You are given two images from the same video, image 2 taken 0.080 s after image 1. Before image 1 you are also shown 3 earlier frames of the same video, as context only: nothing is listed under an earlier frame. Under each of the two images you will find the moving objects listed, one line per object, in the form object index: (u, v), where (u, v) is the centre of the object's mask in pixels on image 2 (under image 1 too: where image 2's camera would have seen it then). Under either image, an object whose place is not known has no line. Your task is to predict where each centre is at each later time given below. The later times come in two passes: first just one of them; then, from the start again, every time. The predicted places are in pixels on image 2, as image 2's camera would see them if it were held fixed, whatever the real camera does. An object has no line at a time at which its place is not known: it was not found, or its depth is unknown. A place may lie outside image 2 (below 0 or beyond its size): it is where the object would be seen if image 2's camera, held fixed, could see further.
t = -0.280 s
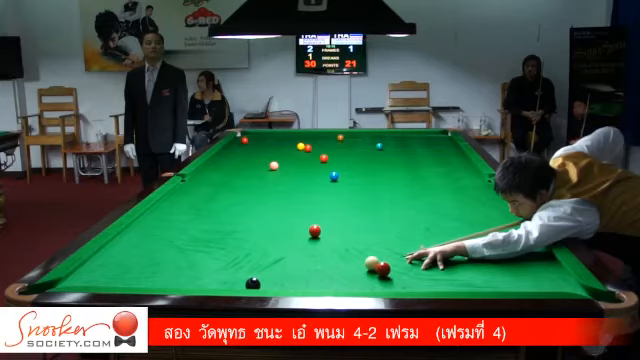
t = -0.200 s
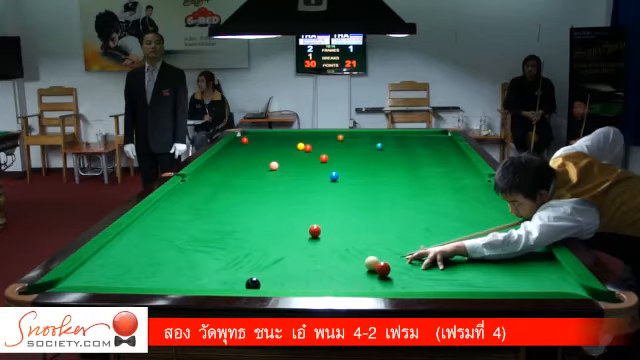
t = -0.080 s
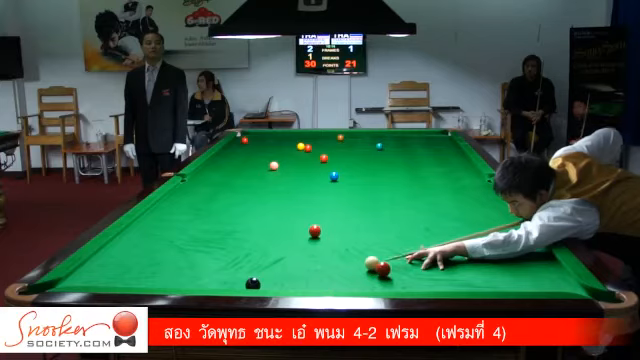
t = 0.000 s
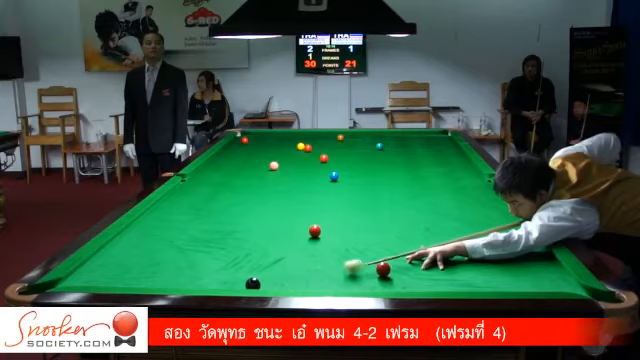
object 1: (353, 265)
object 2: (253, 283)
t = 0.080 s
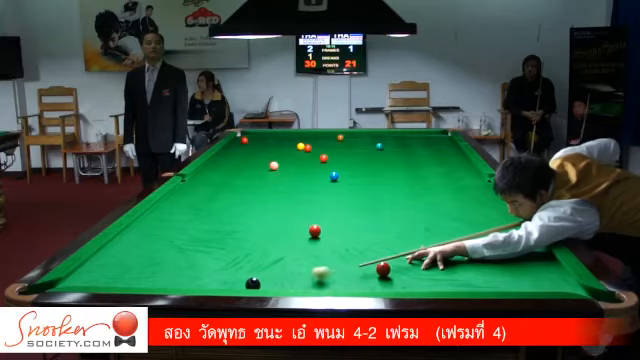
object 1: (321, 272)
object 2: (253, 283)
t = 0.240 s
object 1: (268, 283)
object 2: (249, 283)
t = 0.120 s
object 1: (306, 274)
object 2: (252, 283)
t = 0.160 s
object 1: (292, 277)
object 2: (253, 283)
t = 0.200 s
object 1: (278, 281)
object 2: (253, 283)
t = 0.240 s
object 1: (268, 283)
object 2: (249, 283)
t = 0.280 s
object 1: (266, 285)
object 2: (238, 283)
